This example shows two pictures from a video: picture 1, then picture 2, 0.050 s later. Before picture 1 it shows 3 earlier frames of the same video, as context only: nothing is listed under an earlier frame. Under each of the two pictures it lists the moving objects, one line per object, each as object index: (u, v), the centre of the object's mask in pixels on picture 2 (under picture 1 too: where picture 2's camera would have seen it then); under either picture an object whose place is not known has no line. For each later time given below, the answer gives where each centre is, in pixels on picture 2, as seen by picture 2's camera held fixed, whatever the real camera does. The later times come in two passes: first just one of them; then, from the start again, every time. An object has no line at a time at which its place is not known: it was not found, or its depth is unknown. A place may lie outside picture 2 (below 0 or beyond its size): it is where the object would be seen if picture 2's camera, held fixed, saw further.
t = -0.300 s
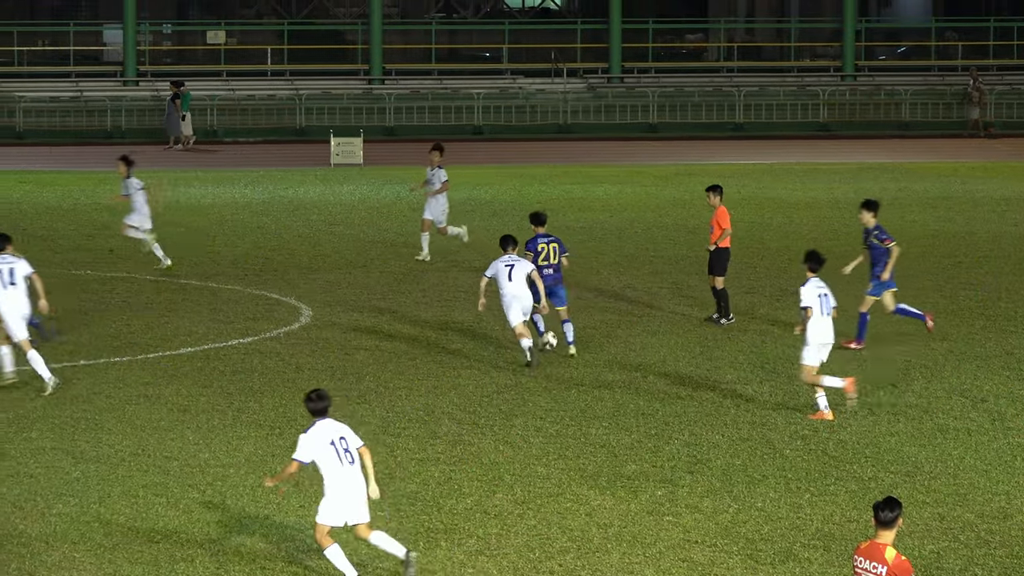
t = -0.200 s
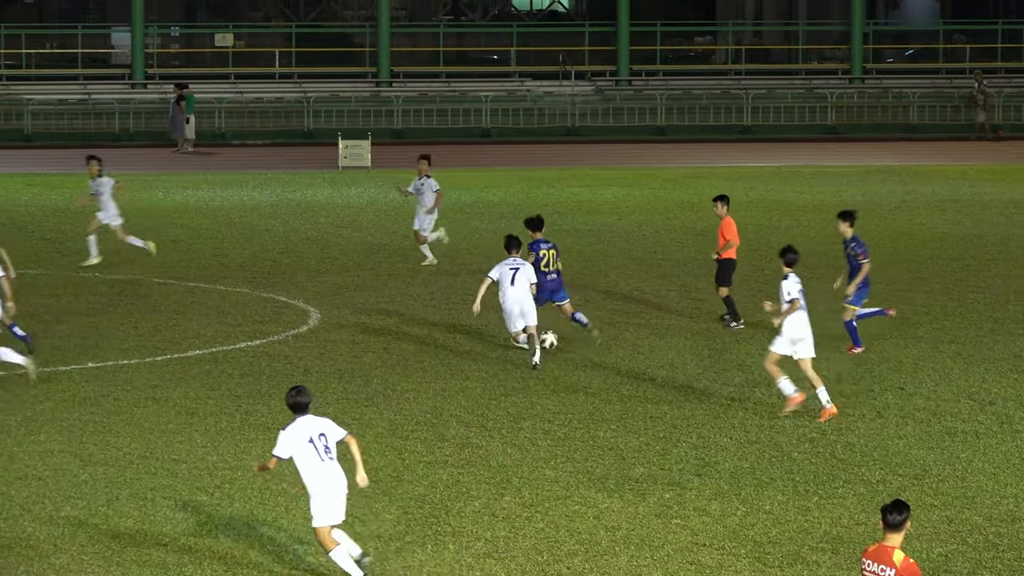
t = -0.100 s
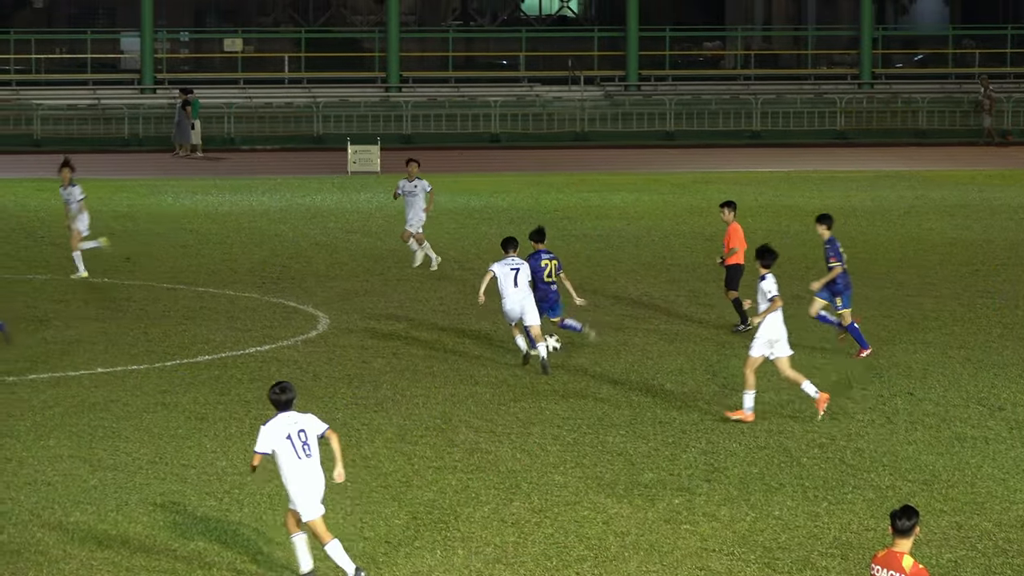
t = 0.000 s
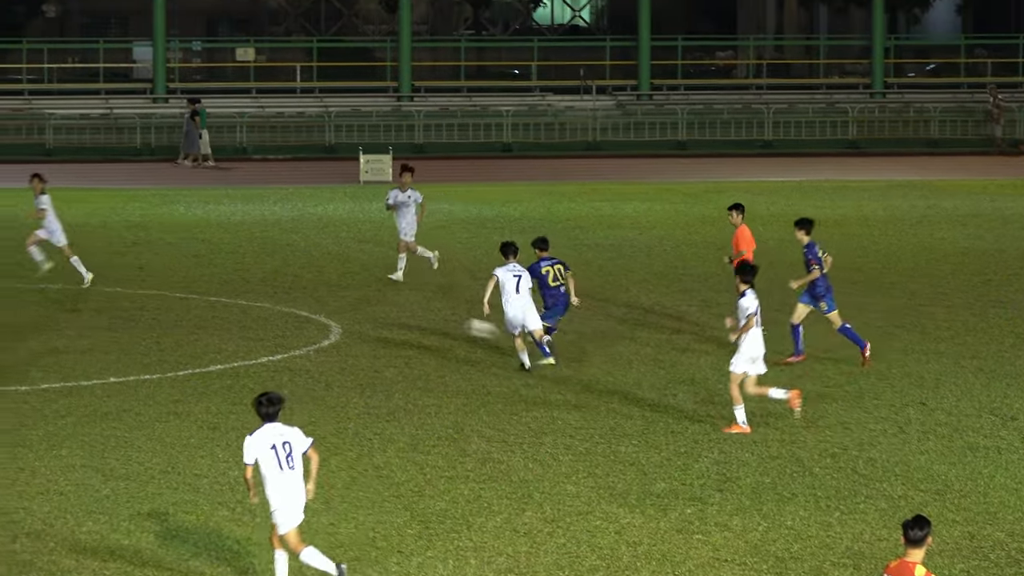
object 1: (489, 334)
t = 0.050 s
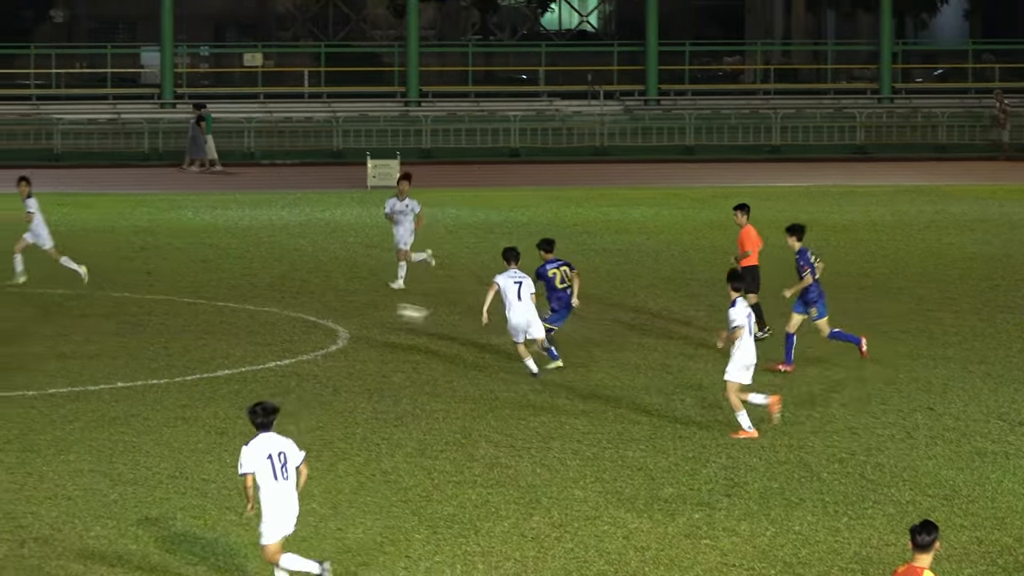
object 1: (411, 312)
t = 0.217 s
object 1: (166, 263)
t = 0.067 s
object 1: (387, 307)
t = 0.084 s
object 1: (360, 301)
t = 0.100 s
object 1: (336, 296)
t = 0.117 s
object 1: (312, 290)
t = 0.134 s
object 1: (287, 285)
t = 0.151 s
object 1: (263, 280)
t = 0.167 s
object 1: (238, 276)
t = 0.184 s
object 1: (213, 271)
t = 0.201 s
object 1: (189, 267)
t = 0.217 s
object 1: (166, 263)
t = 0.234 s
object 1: (141, 259)
